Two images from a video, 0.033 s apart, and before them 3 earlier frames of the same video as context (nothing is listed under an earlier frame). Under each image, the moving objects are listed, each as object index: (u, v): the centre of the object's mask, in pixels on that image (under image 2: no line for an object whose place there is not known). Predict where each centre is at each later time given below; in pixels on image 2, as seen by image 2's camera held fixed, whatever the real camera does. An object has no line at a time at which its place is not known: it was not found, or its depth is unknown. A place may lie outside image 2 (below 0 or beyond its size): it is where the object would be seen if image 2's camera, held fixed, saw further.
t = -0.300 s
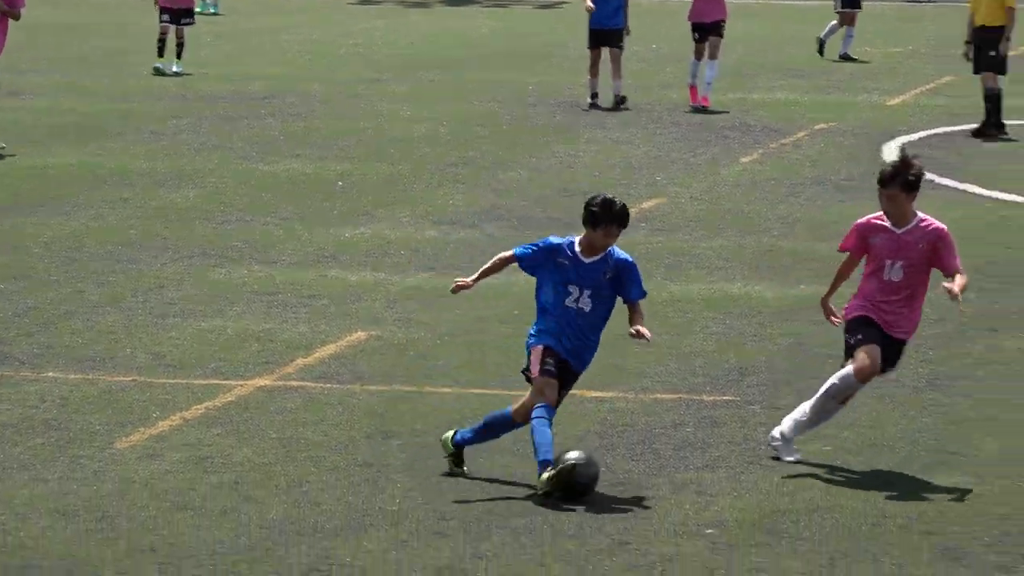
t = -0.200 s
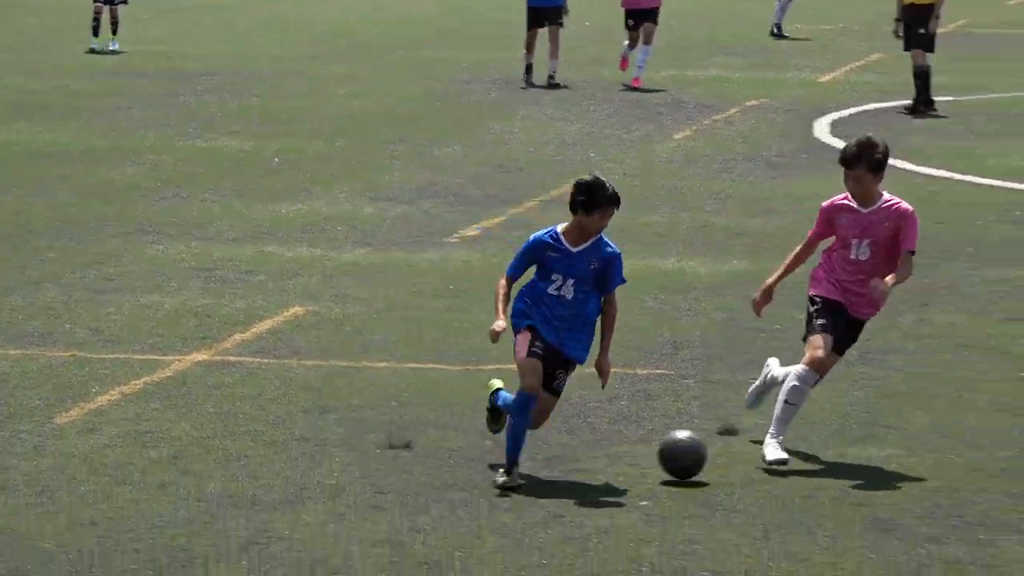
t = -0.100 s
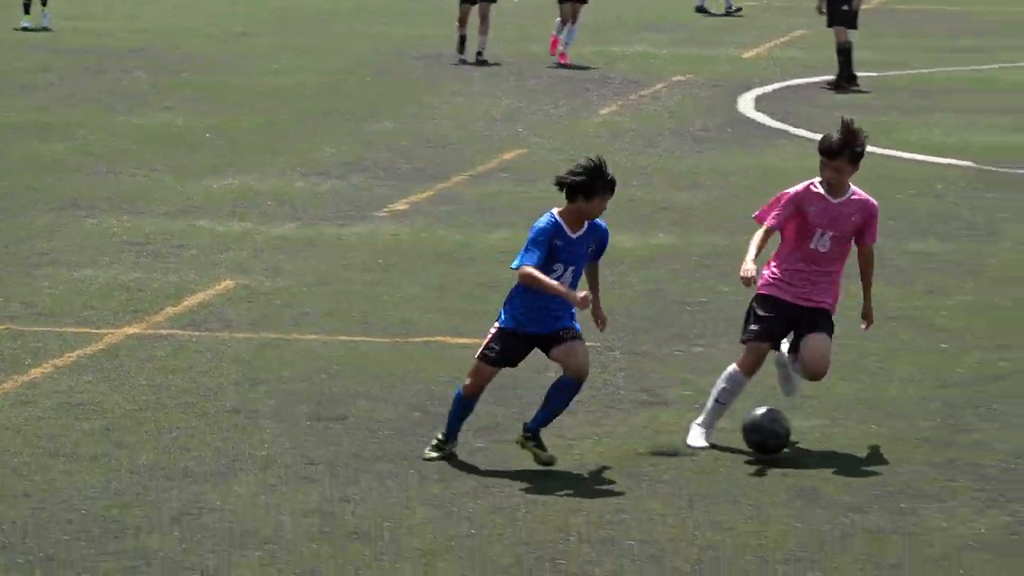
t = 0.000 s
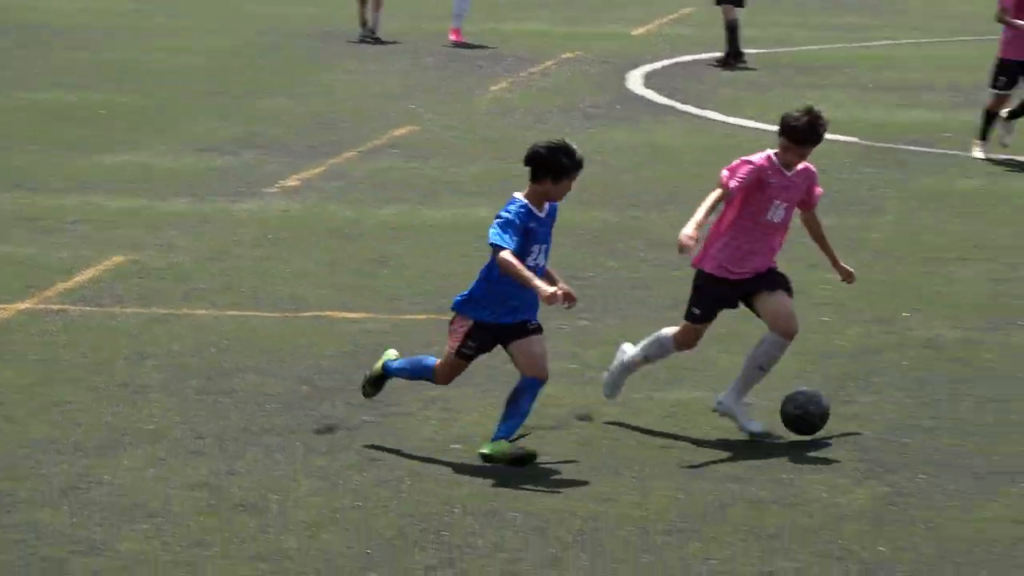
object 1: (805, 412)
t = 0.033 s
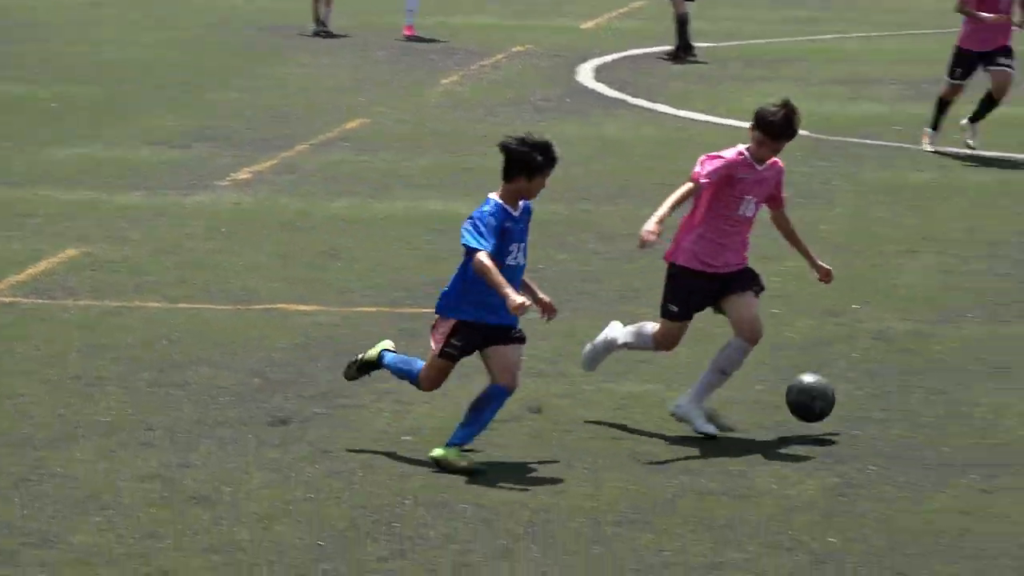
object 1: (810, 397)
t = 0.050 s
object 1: (839, 396)
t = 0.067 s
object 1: (867, 395)
